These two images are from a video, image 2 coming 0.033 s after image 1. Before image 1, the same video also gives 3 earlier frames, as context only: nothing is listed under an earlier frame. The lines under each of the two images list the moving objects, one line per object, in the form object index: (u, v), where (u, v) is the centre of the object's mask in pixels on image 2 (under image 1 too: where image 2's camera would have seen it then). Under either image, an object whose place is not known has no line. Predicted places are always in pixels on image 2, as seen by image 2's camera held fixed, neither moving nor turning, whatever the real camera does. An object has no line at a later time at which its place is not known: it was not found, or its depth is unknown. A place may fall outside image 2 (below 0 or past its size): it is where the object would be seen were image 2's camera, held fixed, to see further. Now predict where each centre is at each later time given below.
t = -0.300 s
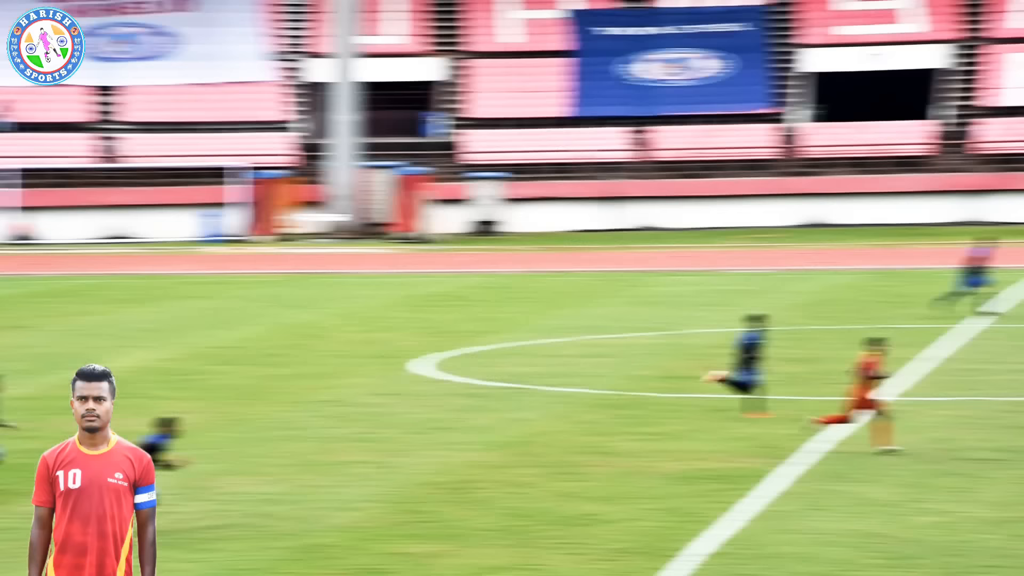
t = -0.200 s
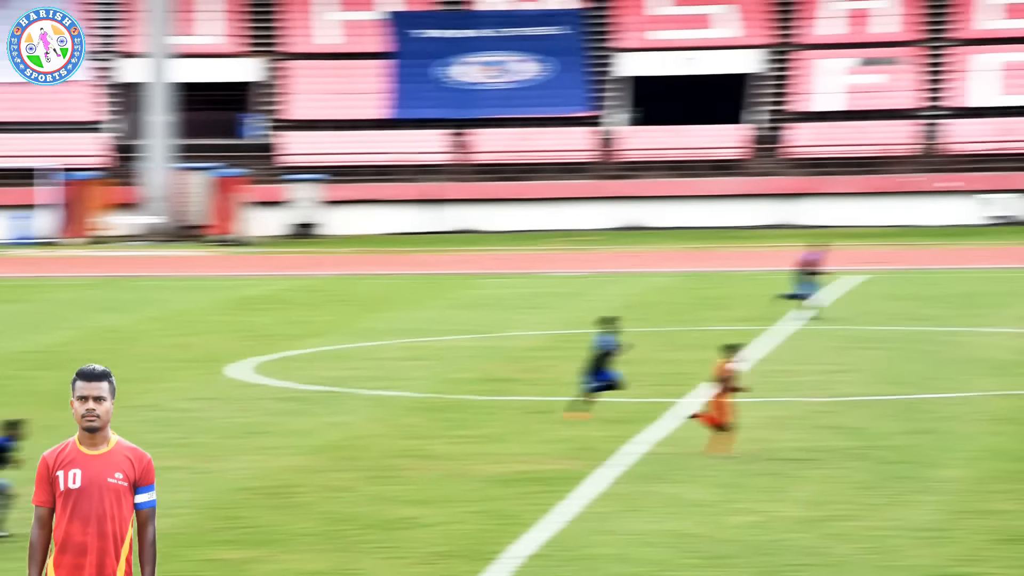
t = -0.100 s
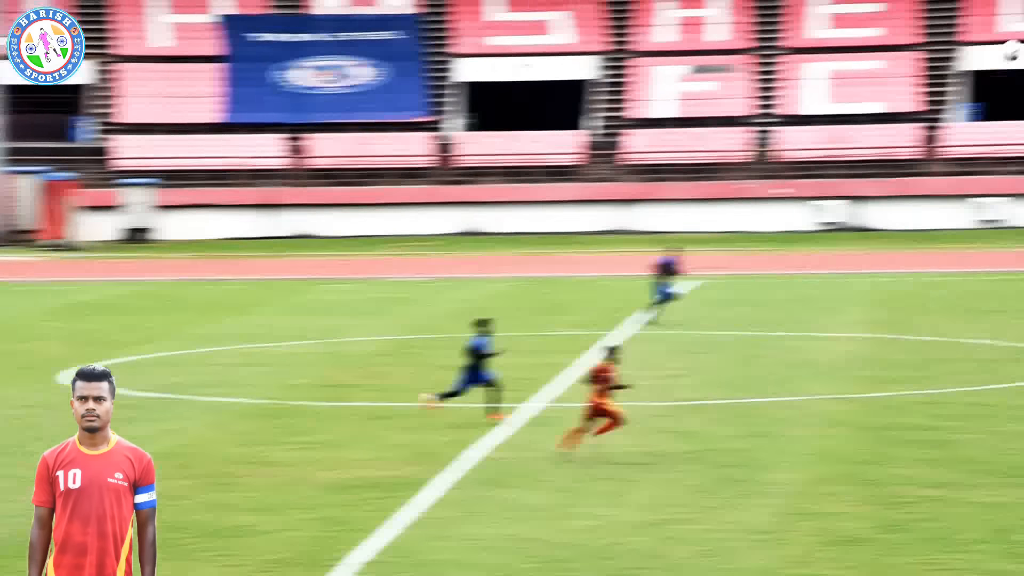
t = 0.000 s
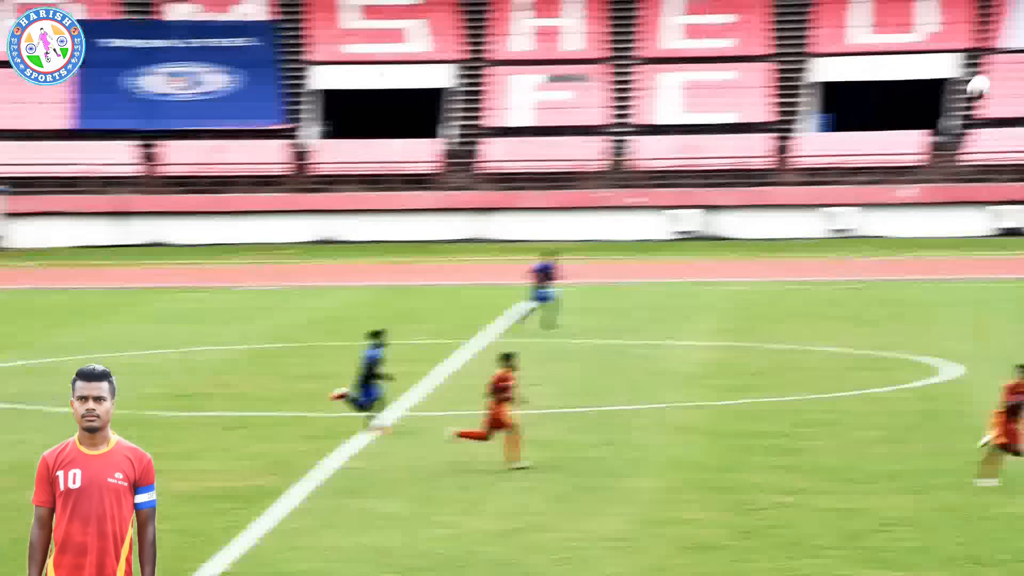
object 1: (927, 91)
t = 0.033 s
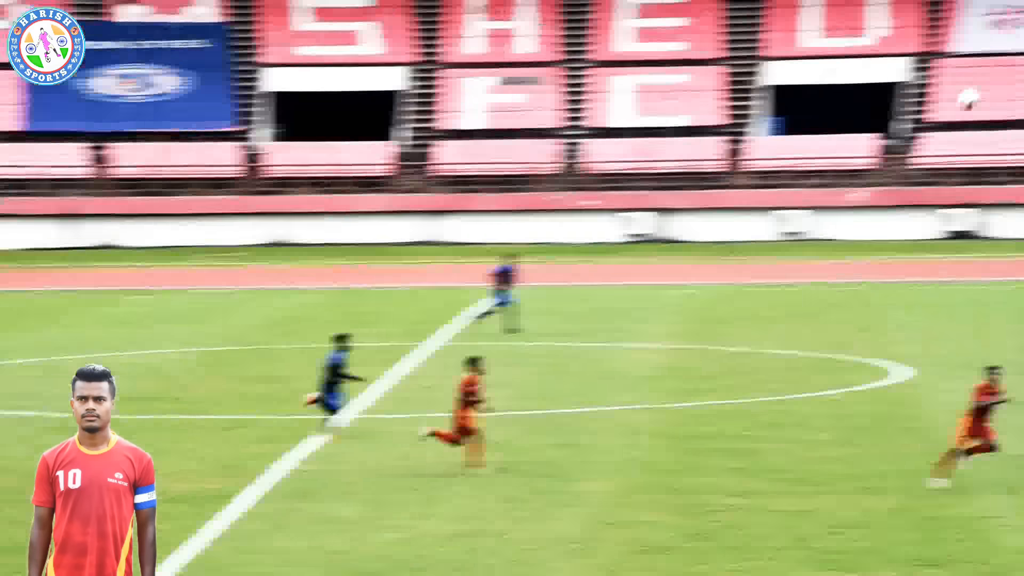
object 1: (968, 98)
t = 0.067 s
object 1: (1009, 109)
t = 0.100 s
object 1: (1050, 120)
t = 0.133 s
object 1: (1092, 132)
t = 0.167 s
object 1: (1136, 144)
